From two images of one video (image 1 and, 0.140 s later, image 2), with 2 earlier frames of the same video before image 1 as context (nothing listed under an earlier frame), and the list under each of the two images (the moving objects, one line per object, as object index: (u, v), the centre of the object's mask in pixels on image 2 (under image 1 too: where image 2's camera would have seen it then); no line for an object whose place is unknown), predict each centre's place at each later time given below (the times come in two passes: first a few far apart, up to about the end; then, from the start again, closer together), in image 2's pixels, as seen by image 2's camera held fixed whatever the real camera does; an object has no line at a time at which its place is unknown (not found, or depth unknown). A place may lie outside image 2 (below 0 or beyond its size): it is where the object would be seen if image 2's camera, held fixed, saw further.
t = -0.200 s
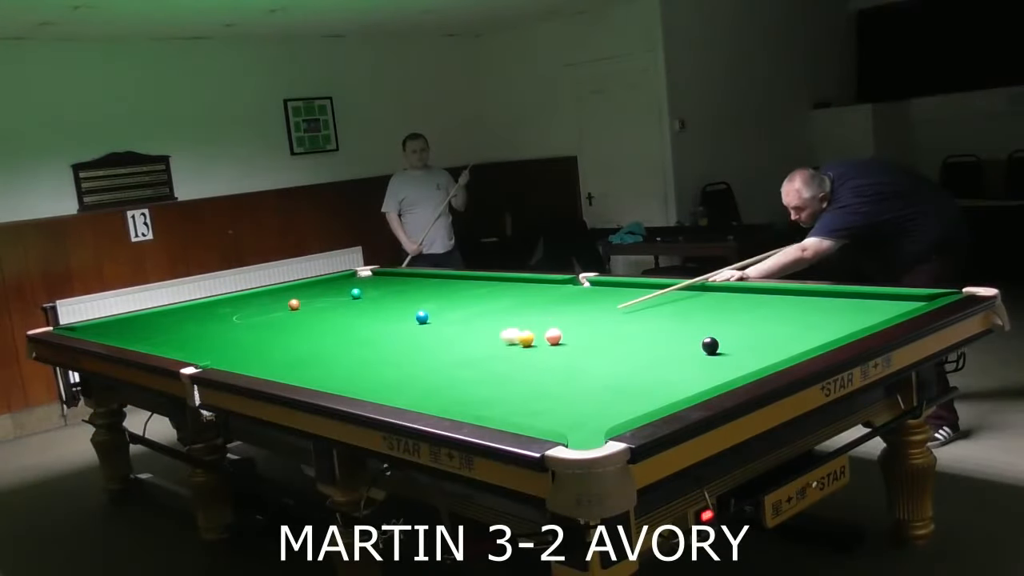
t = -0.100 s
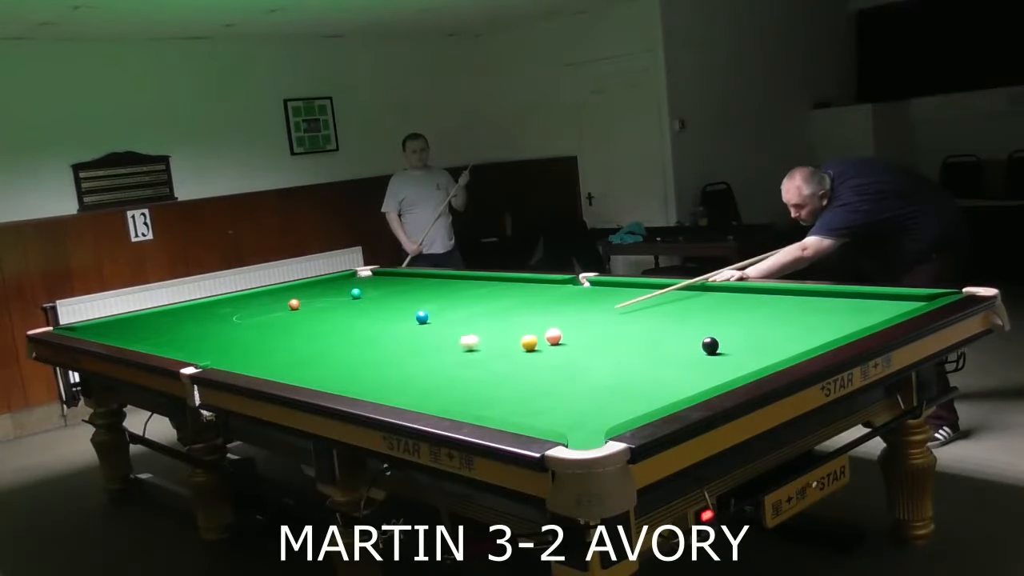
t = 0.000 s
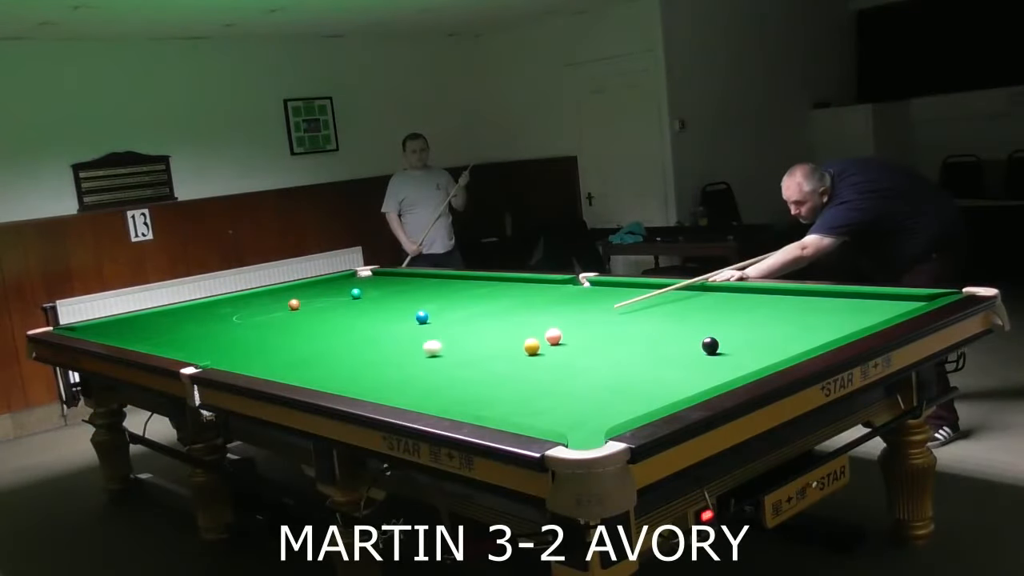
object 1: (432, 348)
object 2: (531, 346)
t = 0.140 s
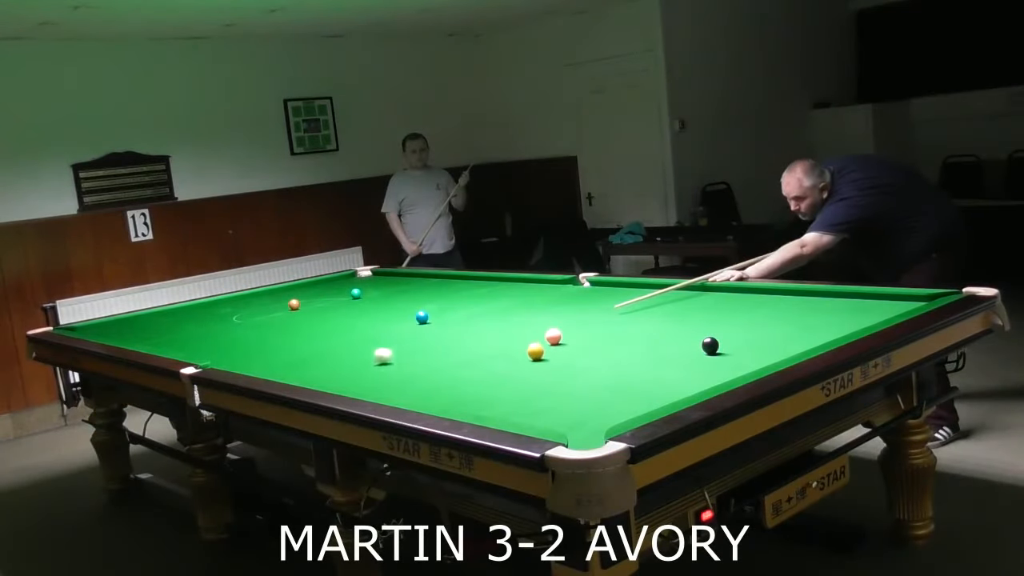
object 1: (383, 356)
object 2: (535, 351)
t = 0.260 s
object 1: (340, 362)
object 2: (538, 356)
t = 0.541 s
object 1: (285, 365)
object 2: (547, 367)
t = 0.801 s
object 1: (307, 351)
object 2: (555, 378)
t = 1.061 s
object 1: (326, 340)
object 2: (564, 390)
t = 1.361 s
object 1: (344, 327)
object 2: (575, 404)
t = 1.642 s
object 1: (359, 318)
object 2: (585, 418)
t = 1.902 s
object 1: (371, 310)
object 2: (595, 432)
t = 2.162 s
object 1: (382, 303)
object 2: (581, 441)
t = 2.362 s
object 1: (390, 298)
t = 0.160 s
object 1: (375, 357)
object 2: (536, 352)
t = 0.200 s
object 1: (361, 359)
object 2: (537, 354)
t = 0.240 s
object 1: (347, 361)
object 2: (538, 355)
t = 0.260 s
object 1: (340, 362)
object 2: (538, 356)
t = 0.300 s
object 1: (325, 364)
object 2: (539, 357)
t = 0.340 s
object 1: (311, 366)
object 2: (541, 359)
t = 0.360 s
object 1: (304, 367)
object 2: (541, 360)
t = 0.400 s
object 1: (290, 368)
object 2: (543, 361)
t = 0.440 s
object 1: (275, 369)
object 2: (543, 363)
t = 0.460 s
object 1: (274, 369)
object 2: (544, 363)
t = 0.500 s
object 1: (280, 366)
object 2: (546, 365)
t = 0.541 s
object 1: (285, 365)
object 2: (547, 367)
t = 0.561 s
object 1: (287, 365)
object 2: (547, 368)
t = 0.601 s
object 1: (291, 362)
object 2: (549, 370)
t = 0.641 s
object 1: (294, 360)
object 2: (550, 372)
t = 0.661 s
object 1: (296, 359)
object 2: (550, 372)
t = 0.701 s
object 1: (299, 357)
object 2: (552, 374)
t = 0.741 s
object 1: (302, 354)
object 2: (553, 376)
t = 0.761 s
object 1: (304, 353)
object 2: (553, 377)
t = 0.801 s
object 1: (307, 351)
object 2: (555, 378)
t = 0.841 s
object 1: (310, 349)
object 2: (556, 380)
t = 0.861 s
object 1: (311, 349)
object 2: (557, 381)
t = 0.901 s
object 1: (314, 347)
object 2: (558, 383)
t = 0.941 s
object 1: (317, 345)
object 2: (560, 384)
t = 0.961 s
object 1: (319, 344)
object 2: (560, 385)
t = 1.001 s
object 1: (321, 342)
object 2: (562, 387)
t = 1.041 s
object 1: (324, 340)
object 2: (563, 389)
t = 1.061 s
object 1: (326, 340)
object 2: (564, 390)
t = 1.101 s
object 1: (328, 338)
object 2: (565, 392)
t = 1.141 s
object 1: (331, 336)
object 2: (567, 394)
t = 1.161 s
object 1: (332, 335)
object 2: (567, 395)
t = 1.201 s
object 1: (335, 334)
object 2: (569, 397)
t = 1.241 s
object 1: (337, 332)
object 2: (570, 398)
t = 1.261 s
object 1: (338, 331)
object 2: (571, 399)
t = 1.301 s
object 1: (341, 330)
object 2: (573, 402)
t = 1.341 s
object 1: (343, 328)
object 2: (574, 403)
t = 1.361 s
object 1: (344, 327)
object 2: (575, 404)
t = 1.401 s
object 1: (346, 326)
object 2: (576, 406)
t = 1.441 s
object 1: (349, 325)
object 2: (578, 408)
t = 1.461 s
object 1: (350, 324)
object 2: (579, 409)
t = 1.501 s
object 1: (352, 323)
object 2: (580, 411)
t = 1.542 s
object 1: (354, 321)
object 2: (582, 413)
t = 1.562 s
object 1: (355, 320)
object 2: (582, 414)
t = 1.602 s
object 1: (357, 319)
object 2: (584, 416)
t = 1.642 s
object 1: (359, 318)
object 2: (585, 418)
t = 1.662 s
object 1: (360, 317)
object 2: (586, 419)
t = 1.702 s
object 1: (362, 316)
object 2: (588, 421)
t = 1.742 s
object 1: (364, 315)
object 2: (590, 423)
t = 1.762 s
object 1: (365, 314)
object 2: (591, 424)
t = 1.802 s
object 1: (367, 313)
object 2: (592, 427)
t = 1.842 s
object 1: (369, 312)
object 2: (594, 429)
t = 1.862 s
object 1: (369, 311)
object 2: (594, 430)
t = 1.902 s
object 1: (371, 310)
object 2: (595, 432)
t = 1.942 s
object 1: (373, 309)
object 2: (595, 434)
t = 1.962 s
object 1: (374, 308)
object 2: (594, 434)
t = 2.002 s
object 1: (376, 307)
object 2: (590, 436)
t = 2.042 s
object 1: (377, 306)
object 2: (586, 437)
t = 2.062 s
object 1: (378, 305)
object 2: (585, 438)
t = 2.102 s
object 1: (380, 304)
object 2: (581, 439)
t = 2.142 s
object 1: (382, 303)
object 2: (579, 440)
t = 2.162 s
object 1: (382, 303)
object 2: (581, 441)
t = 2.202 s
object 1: (384, 302)
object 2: (583, 444)
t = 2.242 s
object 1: (385, 301)
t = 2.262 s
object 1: (386, 300)
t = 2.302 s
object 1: (388, 299)
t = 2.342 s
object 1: (389, 298)
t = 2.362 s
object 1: (390, 298)
